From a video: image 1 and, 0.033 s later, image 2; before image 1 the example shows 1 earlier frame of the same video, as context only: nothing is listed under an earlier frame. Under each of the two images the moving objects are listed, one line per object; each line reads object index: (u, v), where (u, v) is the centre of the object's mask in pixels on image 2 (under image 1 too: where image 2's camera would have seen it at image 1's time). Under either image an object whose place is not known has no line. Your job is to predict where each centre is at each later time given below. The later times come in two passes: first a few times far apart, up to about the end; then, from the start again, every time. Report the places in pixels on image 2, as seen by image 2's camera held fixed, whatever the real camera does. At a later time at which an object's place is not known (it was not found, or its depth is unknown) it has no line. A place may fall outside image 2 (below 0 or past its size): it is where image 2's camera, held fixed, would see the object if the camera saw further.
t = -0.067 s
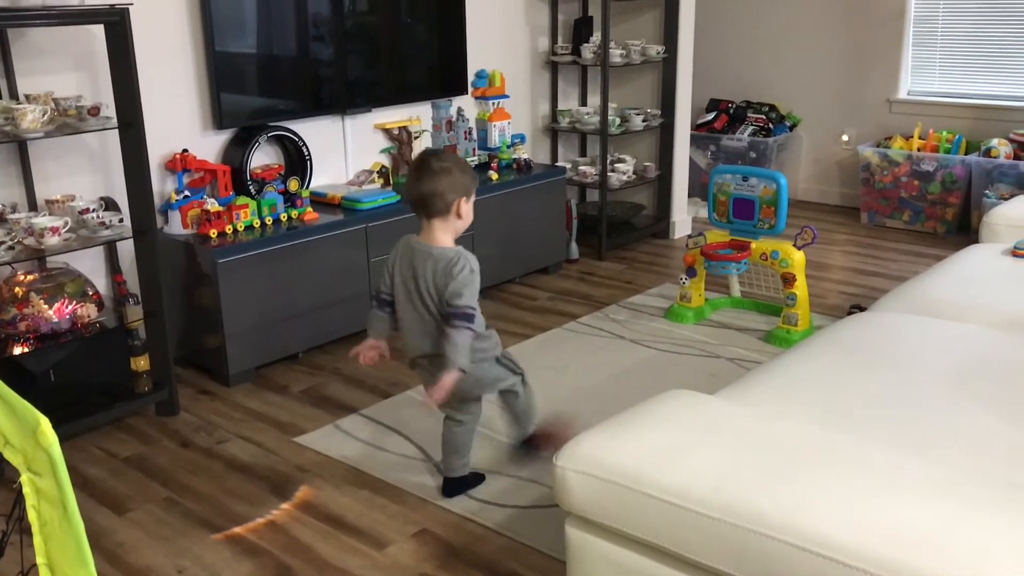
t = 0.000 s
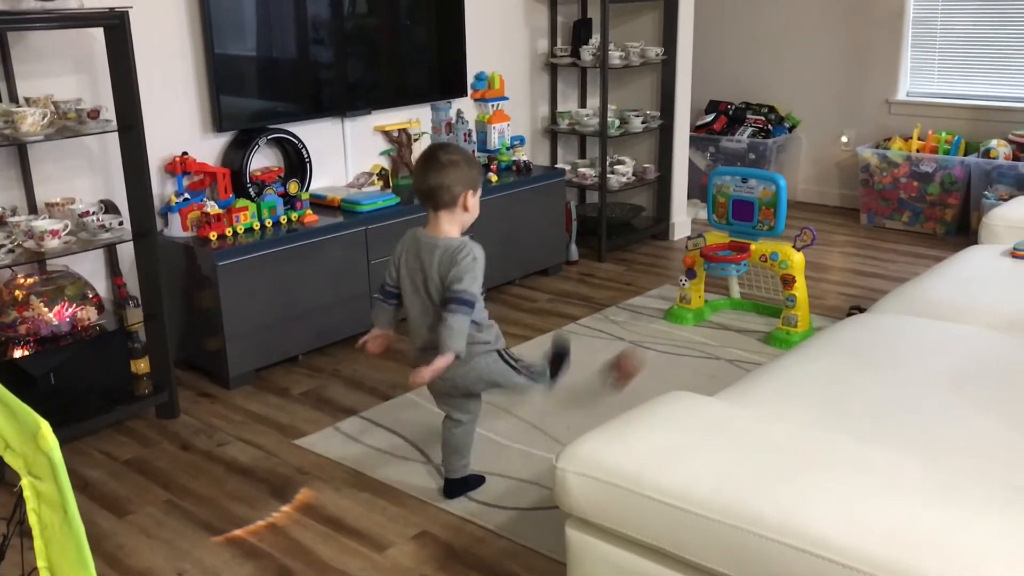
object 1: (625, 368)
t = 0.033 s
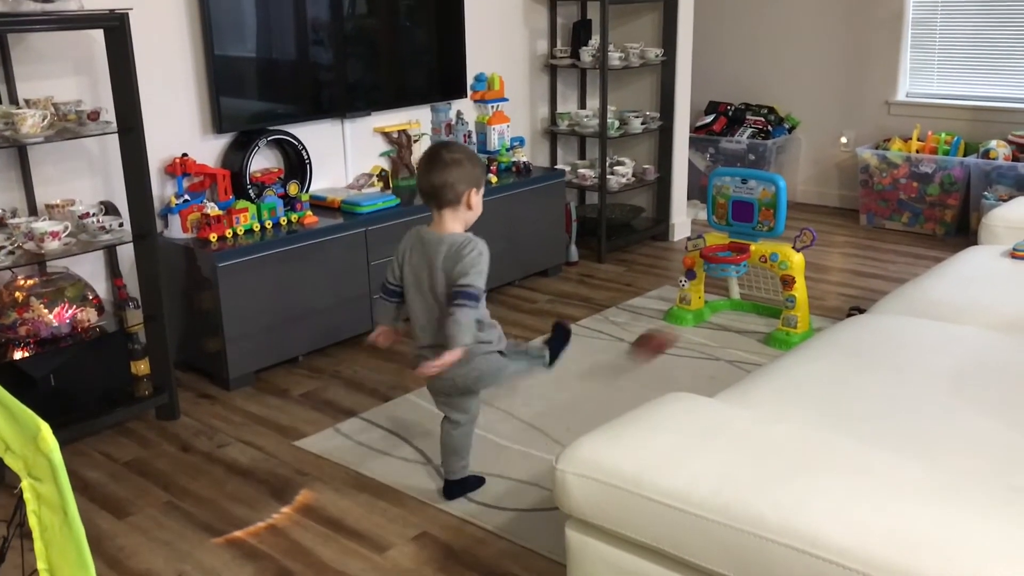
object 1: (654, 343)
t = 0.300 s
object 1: (719, 285)
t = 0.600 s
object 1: (739, 333)
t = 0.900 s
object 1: (792, 332)
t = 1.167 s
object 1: (814, 330)
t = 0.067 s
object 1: (680, 323)
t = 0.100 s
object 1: (702, 309)
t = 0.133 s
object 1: (724, 297)
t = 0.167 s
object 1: (732, 298)
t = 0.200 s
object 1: (730, 302)
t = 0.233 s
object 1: (728, 293)
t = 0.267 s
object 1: (725, 287)
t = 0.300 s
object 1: (719, 285)
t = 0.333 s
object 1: (718, 283)
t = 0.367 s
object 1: (720, 282)
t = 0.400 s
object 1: (722, 283)
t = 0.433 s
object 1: (724, 288)
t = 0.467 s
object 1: (727, 296)
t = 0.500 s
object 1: (729, 307)
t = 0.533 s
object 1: (731, 323)
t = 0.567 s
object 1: (732, 339)
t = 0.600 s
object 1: (739, 333)
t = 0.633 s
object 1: (747, 327)
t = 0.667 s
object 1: (753, 324)
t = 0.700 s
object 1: (759, 325)
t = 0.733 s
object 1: (765, 327)
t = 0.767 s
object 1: (771, 332)
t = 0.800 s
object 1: (778, 339)
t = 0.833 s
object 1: (781, 344)
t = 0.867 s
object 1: (787, 338)
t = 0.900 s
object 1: (792, 332)
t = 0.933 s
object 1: (796, 328)
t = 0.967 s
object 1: (799, 326)
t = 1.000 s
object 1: (803, 326)
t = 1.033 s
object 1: (805, 329)
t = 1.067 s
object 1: (807, 332)
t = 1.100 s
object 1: (806, 337)
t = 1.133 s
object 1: (810, 334)
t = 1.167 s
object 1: (814, 330)
